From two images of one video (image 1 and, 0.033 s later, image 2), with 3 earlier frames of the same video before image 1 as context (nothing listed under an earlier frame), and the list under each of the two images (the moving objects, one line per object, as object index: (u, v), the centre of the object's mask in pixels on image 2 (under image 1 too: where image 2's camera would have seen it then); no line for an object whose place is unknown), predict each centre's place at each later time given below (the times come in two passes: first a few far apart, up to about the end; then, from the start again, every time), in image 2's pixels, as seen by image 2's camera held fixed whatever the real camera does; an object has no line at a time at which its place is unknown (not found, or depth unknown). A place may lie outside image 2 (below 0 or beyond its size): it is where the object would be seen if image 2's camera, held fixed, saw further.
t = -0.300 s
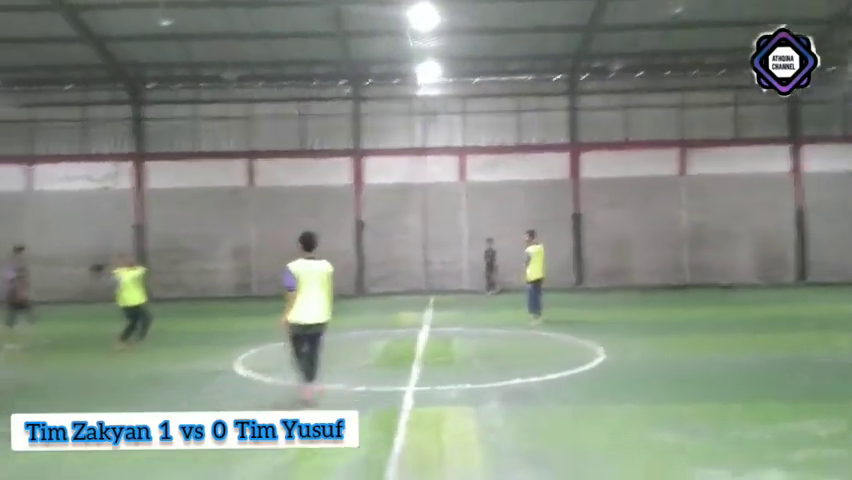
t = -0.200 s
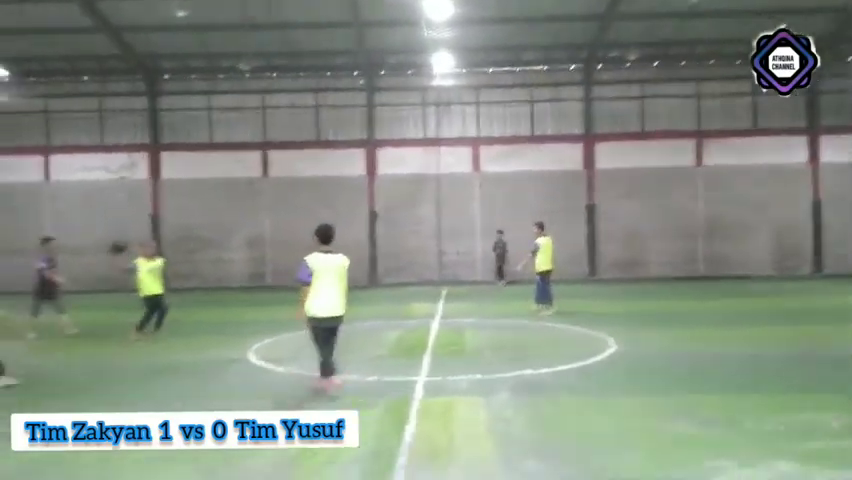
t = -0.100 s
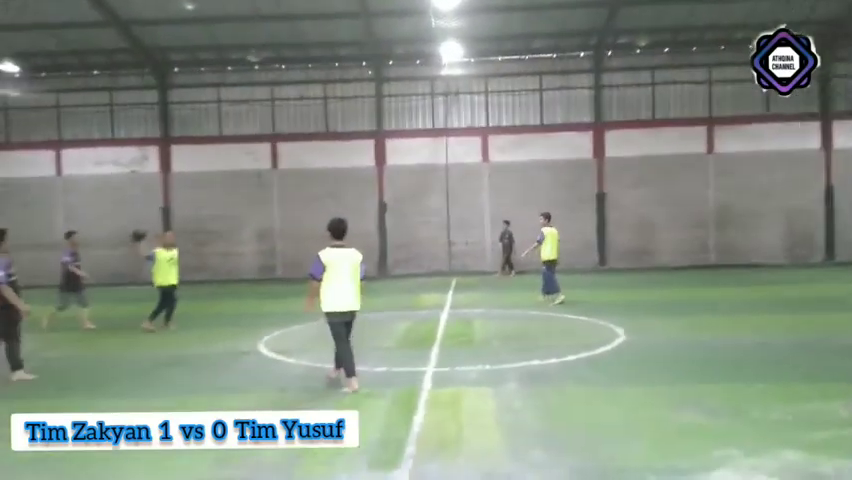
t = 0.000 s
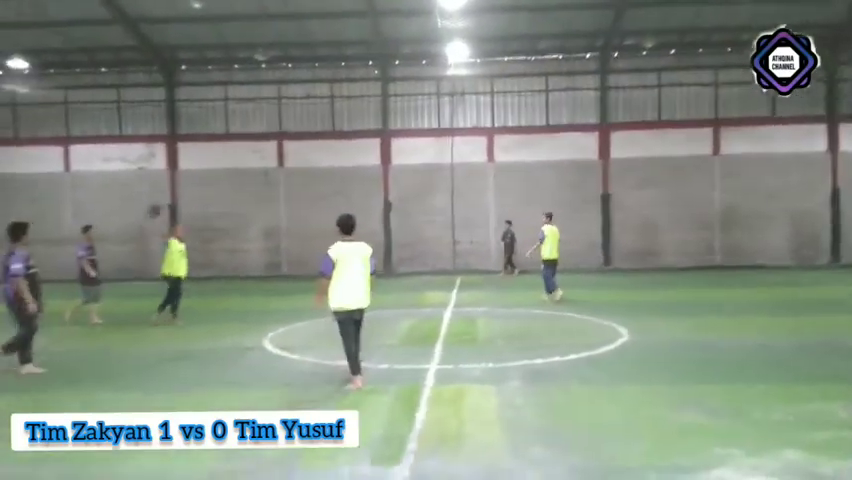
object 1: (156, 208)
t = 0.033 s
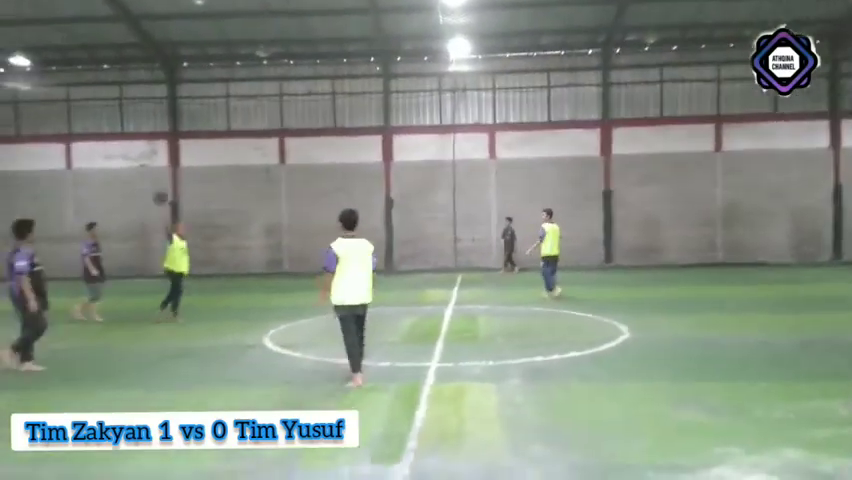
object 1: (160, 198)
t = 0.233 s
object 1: (191, 145)
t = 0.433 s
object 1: (226, 118)
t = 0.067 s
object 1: (163, 187)
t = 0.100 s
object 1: (166, 178)
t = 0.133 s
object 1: (177, 169)
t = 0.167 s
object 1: (182, 160)
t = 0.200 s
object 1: (185, 152)
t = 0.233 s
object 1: (191, 145)
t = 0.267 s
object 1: (197, 138)
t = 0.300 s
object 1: (206, 132)
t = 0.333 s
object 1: (206, 130)
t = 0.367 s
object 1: (213, 126)
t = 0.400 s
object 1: (220, 121)
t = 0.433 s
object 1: (226, 118)
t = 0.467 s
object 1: (230, 117)
